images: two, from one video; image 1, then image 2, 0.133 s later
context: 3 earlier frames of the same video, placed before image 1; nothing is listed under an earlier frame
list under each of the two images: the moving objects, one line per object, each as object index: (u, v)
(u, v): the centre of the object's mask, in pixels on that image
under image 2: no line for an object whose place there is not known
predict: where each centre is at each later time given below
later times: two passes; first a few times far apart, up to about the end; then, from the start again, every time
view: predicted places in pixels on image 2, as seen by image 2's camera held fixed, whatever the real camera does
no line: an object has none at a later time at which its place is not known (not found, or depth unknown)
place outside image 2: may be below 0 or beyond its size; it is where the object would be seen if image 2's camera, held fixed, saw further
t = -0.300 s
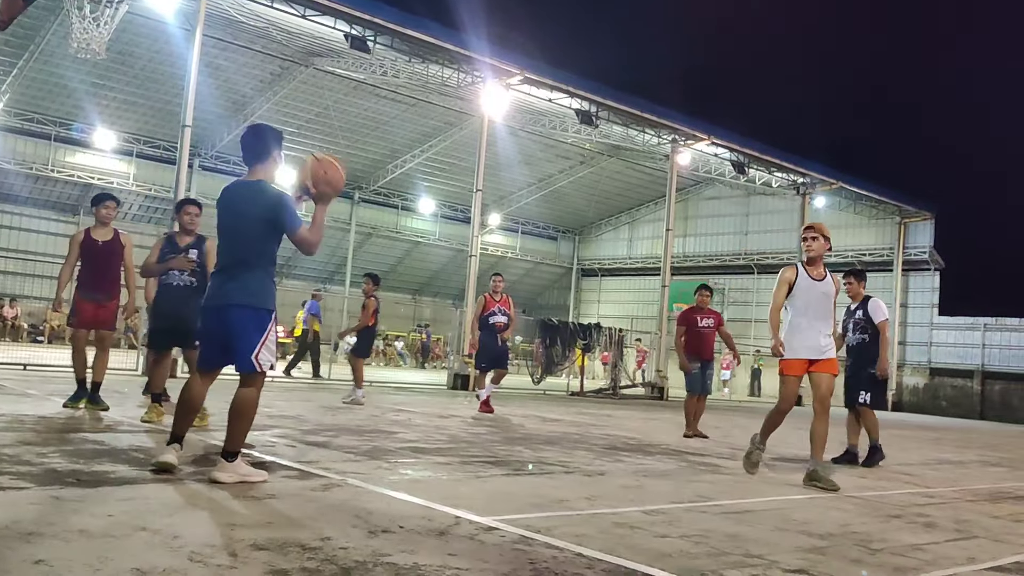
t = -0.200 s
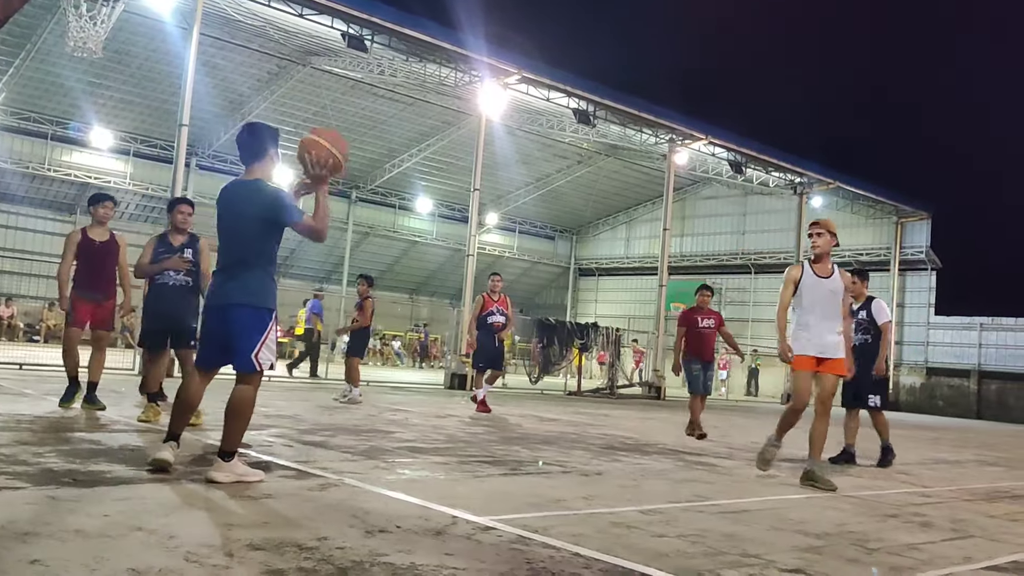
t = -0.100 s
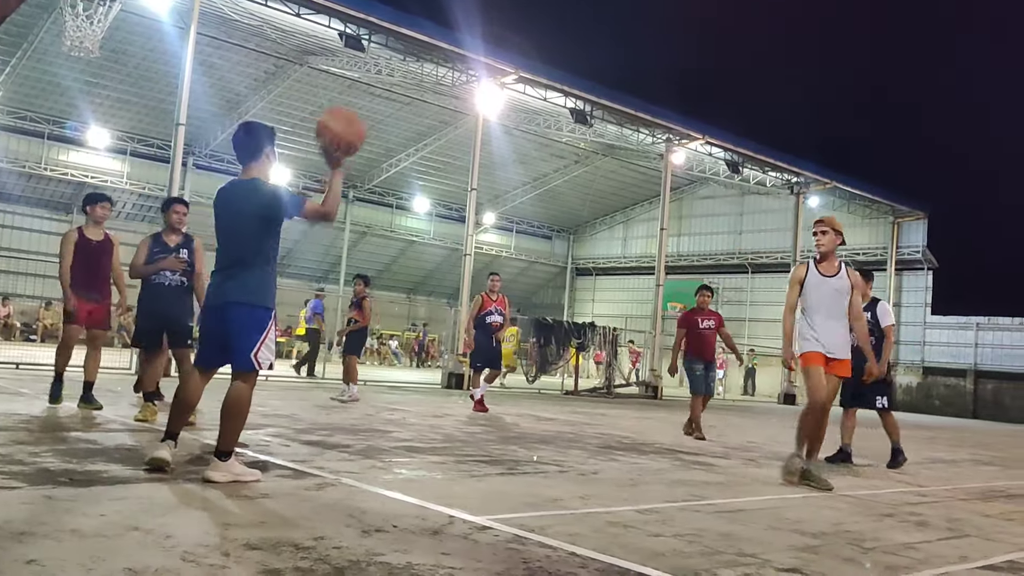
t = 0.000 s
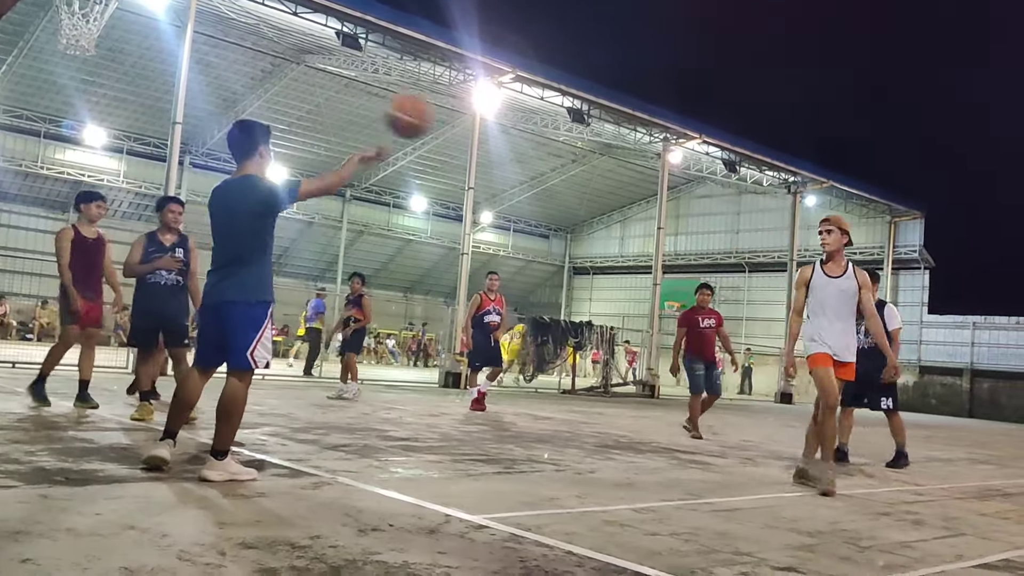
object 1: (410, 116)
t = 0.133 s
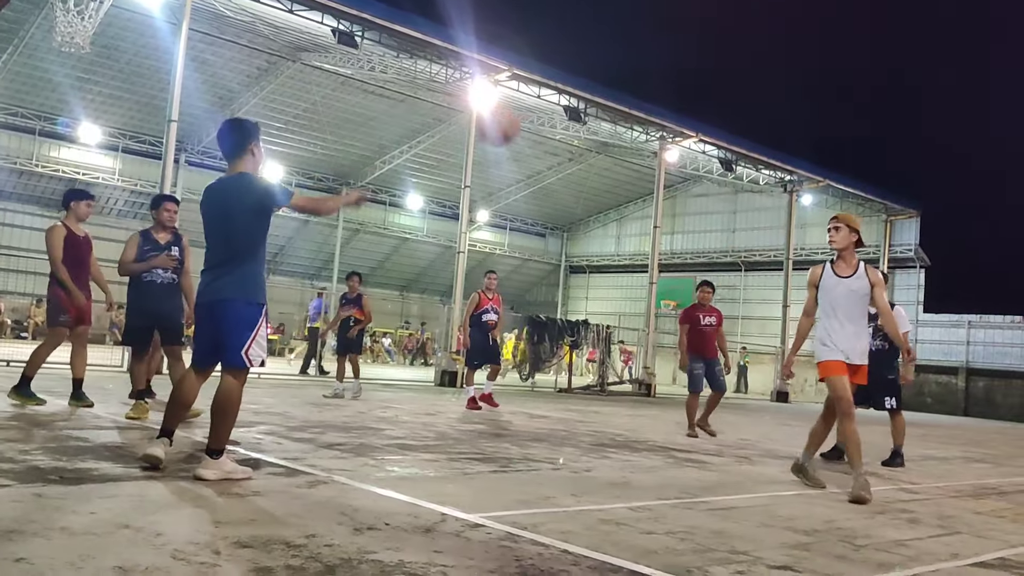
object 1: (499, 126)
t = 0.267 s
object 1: (573, 163)
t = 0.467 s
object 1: (659, 255)
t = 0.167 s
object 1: (519, 133)
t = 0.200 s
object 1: (537, 142)
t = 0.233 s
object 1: (555, 153)
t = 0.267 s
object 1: (573, 163)
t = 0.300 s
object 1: (588, 174)
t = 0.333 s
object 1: (604, 189)
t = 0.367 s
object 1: (620, 204)
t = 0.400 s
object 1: (631, 219)
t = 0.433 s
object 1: (645, 236)
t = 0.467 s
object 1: (659, 255)
